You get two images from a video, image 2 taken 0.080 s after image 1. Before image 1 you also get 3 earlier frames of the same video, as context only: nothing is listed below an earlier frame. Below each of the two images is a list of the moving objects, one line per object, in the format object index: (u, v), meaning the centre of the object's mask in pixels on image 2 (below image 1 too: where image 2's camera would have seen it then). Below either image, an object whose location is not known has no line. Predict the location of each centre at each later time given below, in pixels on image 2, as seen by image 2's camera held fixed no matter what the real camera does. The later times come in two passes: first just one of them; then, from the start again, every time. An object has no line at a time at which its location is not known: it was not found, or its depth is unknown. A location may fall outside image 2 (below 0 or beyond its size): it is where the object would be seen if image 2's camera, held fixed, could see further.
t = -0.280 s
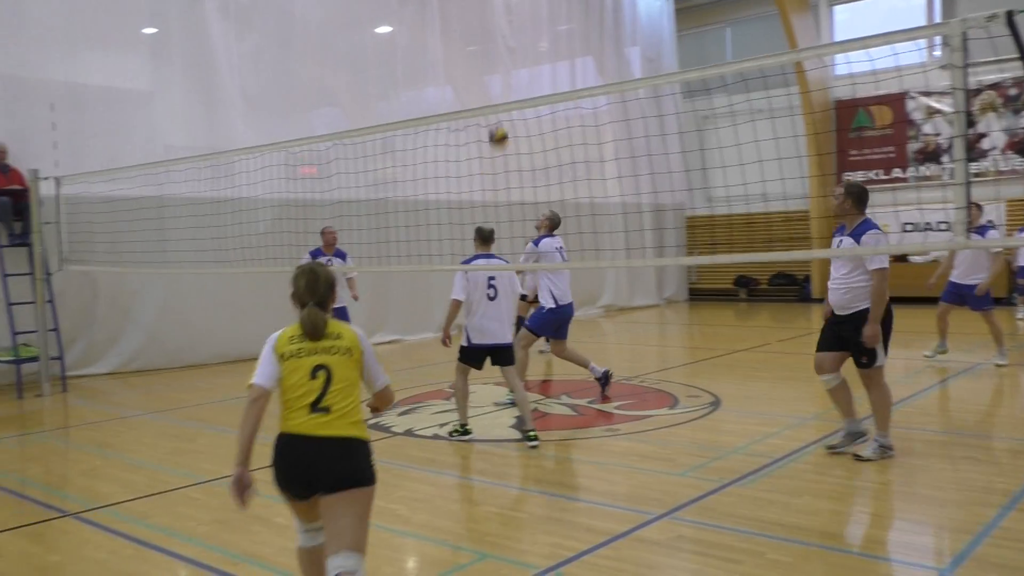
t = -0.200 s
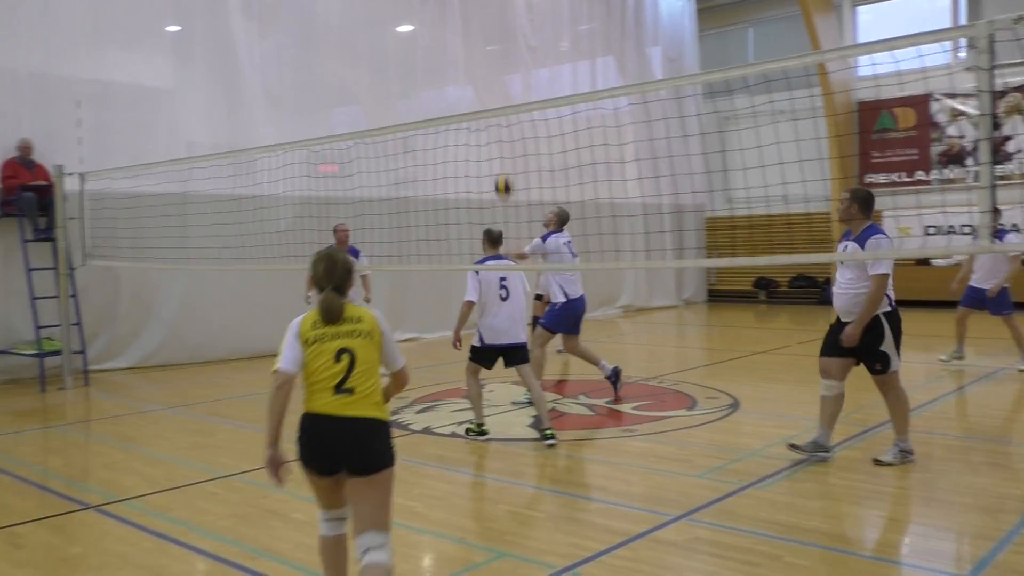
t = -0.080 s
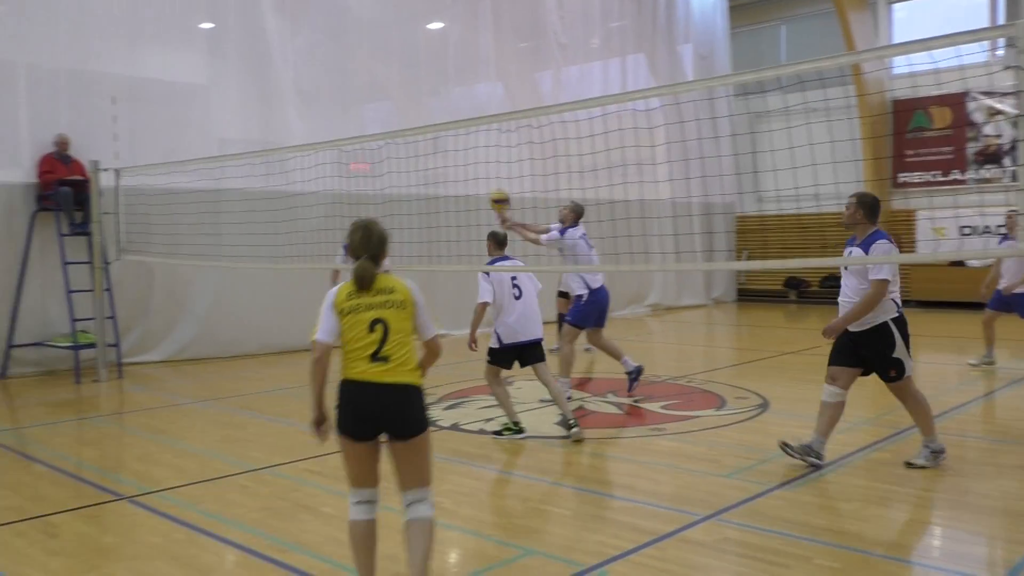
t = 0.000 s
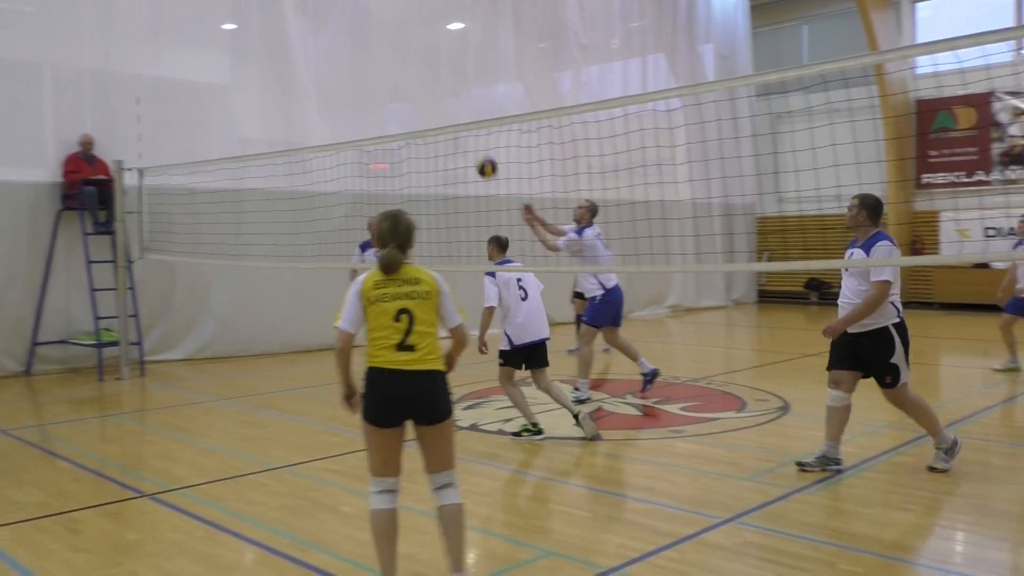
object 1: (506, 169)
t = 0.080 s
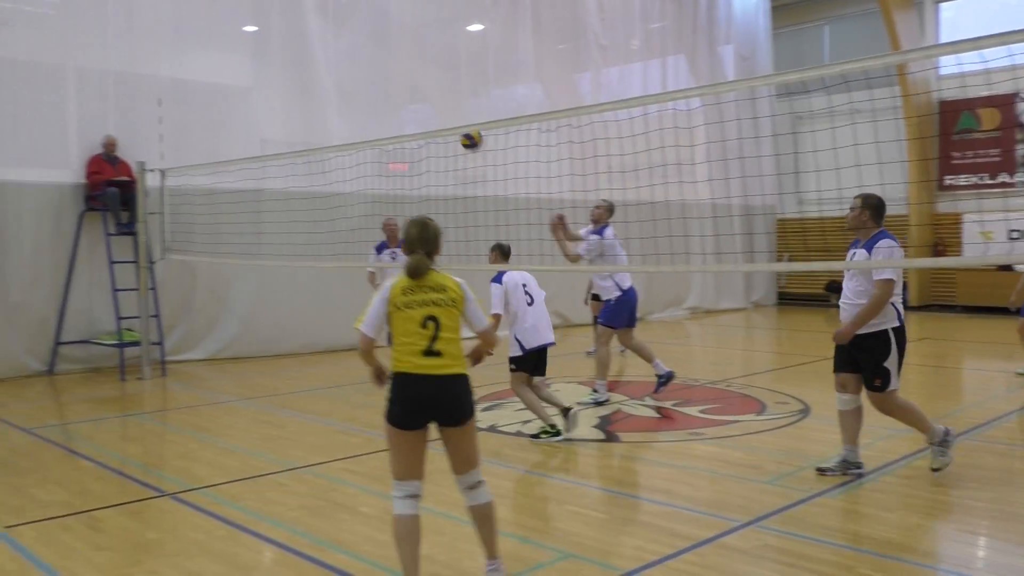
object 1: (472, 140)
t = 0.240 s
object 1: (394, 95)
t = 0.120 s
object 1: (452, 121)
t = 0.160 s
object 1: (434, 114)
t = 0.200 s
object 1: (415, 104)
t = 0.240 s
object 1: (394, 95)
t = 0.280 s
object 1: (374, 87)
